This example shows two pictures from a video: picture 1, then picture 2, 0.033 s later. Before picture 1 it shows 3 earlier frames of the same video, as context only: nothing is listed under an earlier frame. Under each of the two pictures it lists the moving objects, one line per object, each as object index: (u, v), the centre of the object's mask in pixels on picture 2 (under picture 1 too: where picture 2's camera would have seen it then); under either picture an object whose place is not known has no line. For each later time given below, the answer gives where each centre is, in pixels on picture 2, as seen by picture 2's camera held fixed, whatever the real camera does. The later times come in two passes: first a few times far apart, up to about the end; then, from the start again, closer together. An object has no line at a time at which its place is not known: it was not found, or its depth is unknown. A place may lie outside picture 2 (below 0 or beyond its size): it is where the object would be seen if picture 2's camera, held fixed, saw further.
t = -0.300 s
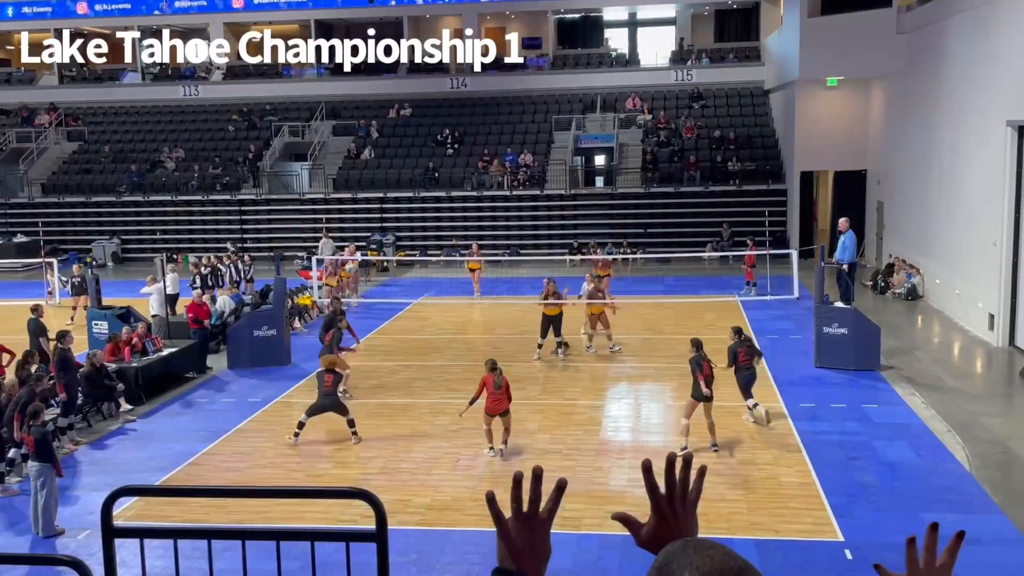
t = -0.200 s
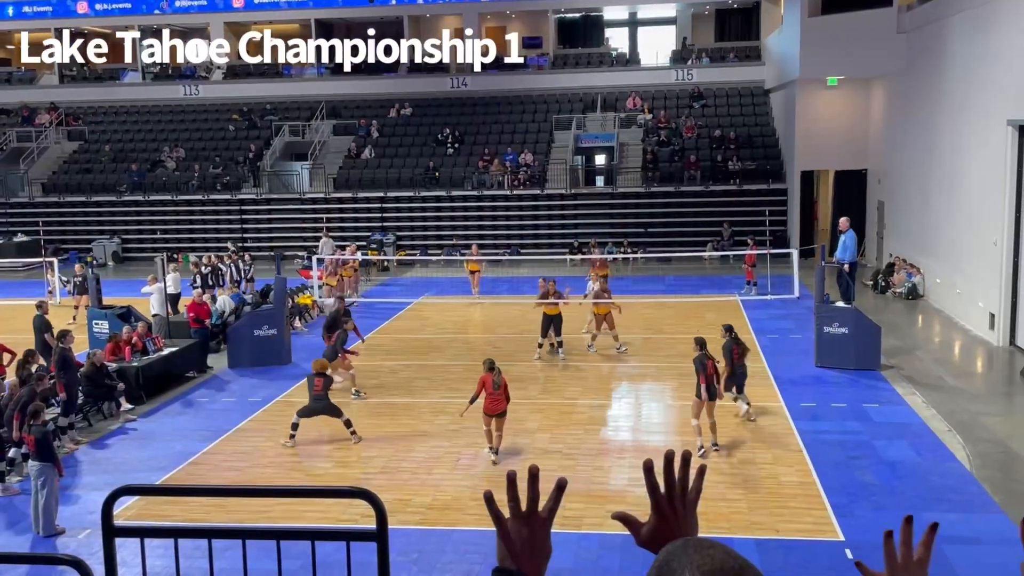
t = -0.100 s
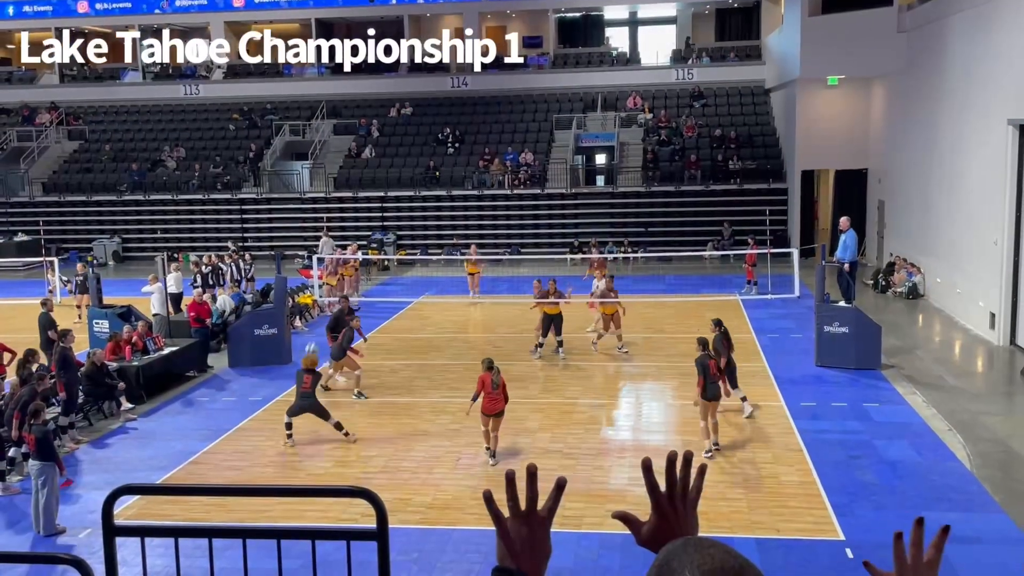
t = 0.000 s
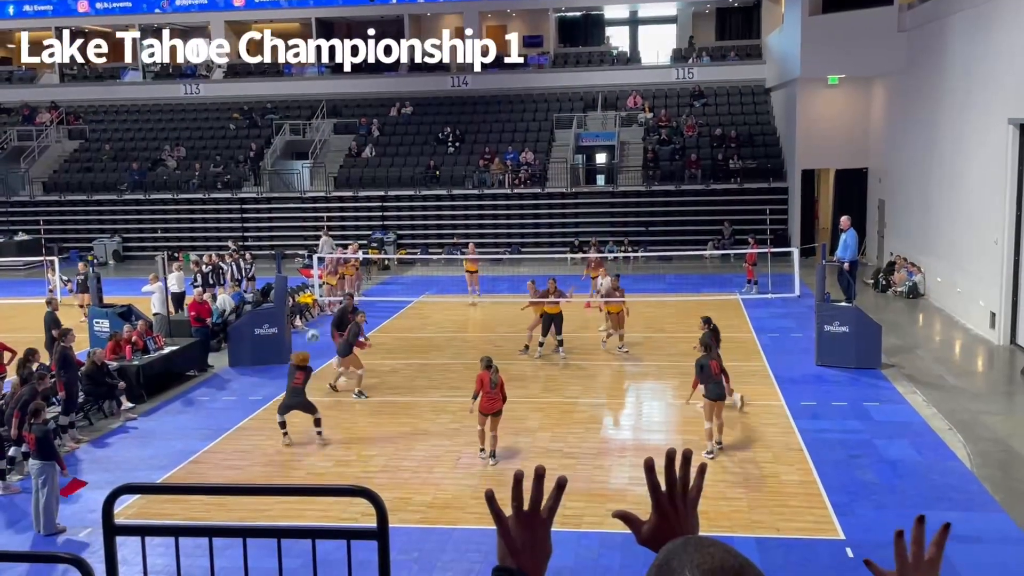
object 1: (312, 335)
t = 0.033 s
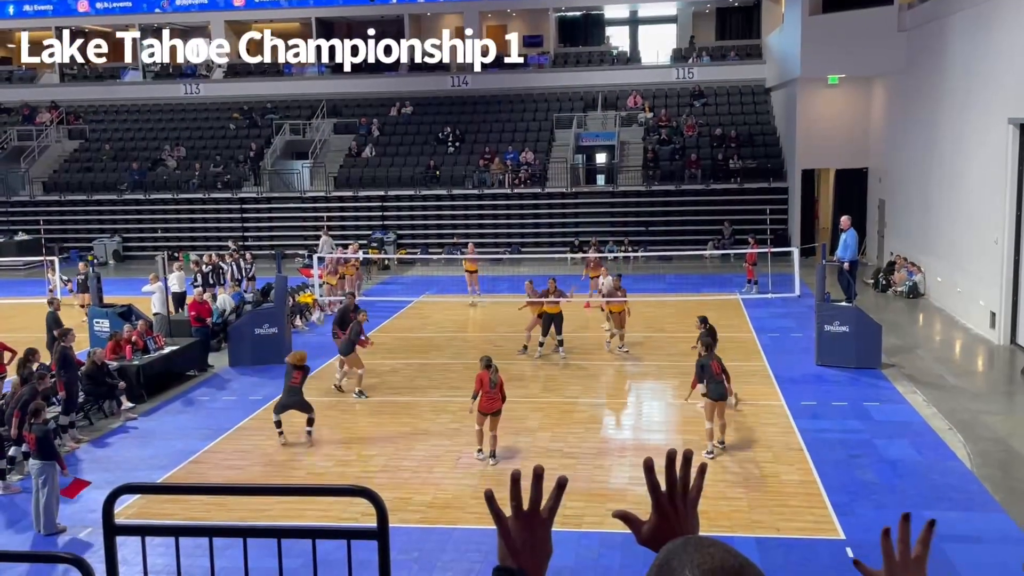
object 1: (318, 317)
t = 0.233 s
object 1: (348, 228)
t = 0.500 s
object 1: (389, 149)
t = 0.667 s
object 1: (416, 124)
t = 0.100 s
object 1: (327, 286)
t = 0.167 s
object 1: (338, 252)
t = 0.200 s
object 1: (342, 240)
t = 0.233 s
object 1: (348, 228)
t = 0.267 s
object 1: (352, 215)
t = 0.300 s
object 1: (358, 204)
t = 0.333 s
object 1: (364, 193)
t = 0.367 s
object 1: (368, 182)
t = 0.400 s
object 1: (373, 173)
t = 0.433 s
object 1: (379, 165)
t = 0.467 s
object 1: (384, 157)
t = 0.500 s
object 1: (389, 149)
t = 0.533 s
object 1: (395, 143)
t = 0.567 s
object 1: (400, 137)
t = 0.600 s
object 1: (405, 132)
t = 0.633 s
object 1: (411, 127)
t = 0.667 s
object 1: (416, 124)
